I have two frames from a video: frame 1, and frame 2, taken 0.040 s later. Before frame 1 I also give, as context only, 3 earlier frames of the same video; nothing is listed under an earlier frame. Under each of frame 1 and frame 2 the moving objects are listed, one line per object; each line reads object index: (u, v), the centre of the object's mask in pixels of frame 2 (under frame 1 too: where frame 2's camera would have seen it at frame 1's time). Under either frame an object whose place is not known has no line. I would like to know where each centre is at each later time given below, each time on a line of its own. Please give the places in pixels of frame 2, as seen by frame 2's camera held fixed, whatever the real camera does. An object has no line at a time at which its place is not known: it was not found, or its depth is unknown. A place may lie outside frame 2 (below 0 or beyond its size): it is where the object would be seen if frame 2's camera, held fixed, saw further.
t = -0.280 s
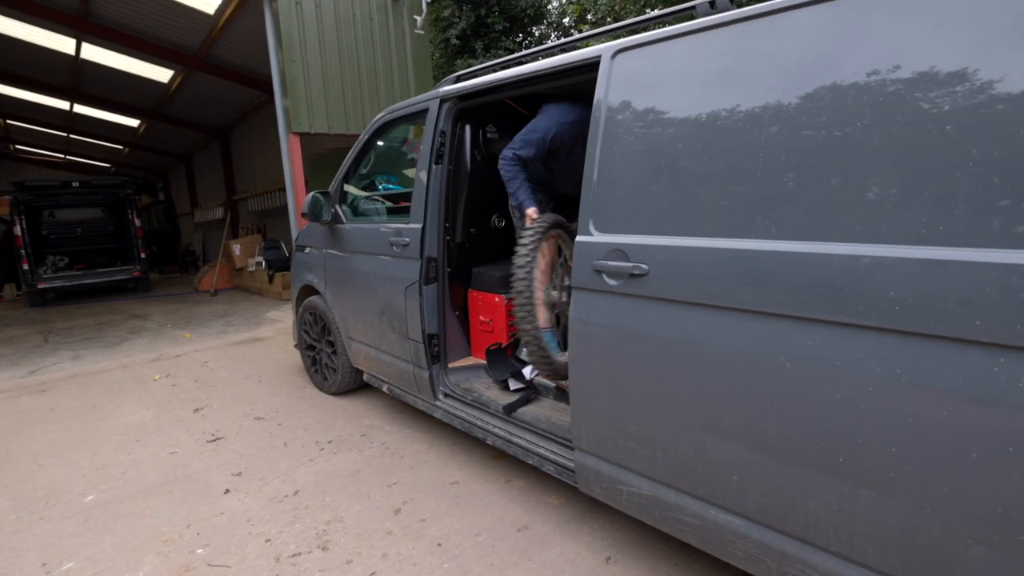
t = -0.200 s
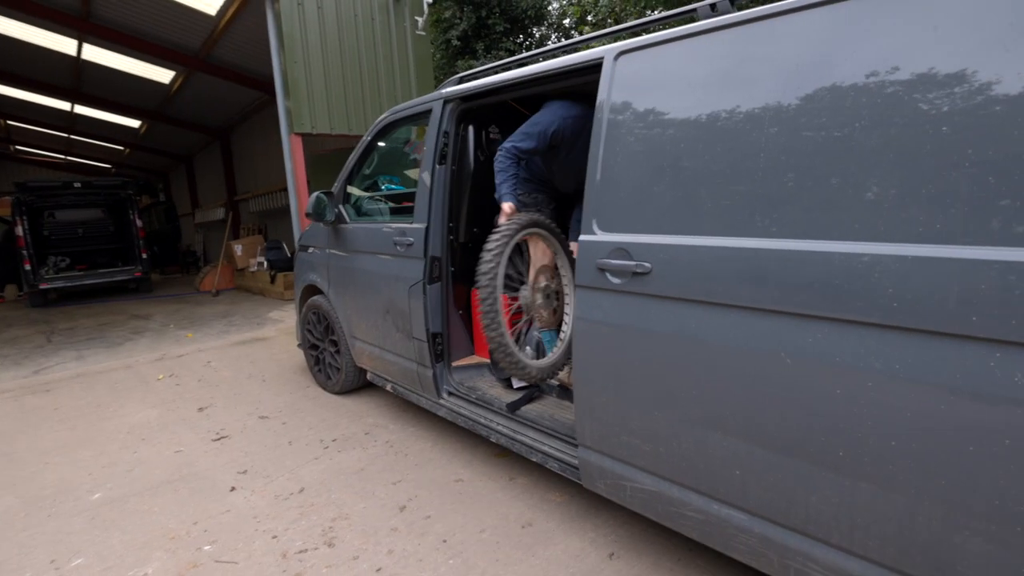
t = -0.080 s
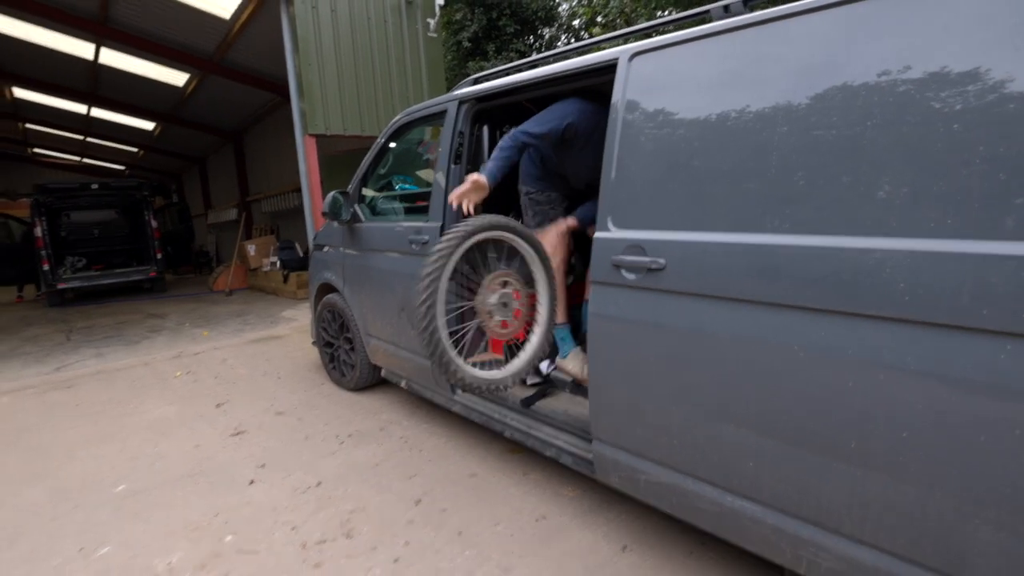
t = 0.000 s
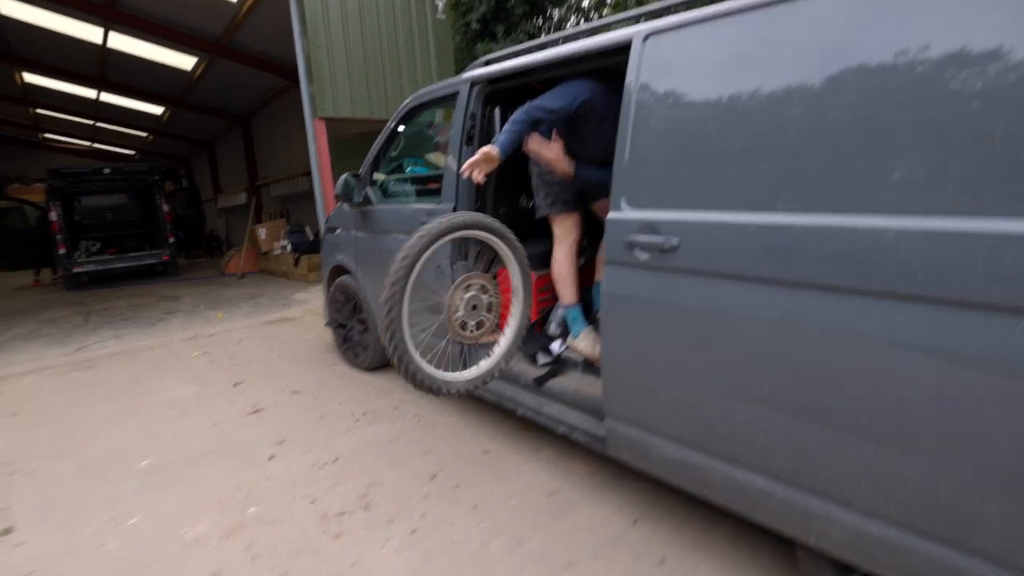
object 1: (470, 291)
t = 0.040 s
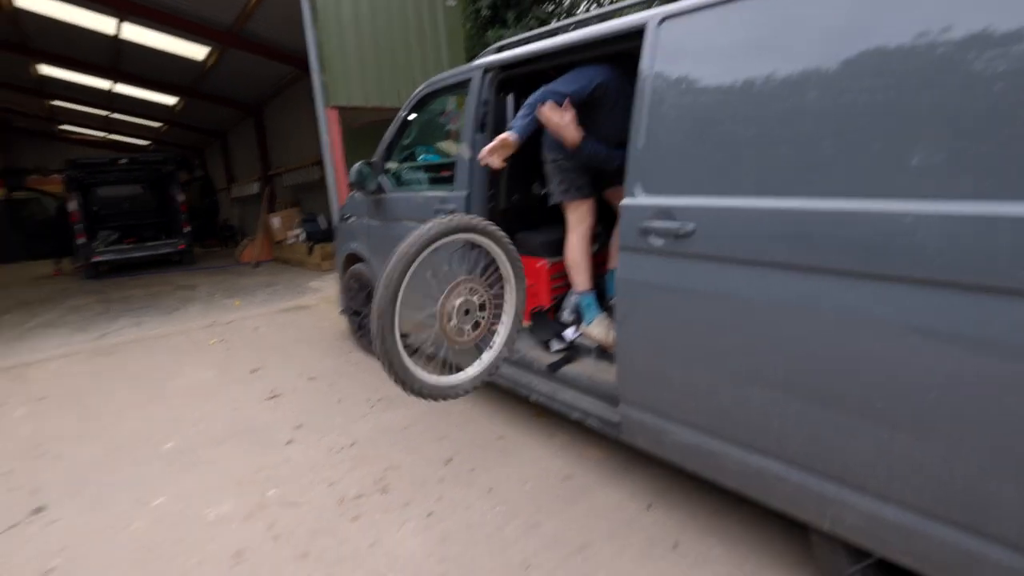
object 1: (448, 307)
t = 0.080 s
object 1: (426, 329)
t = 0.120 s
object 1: (405, 356)
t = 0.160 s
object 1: (383, 388)
